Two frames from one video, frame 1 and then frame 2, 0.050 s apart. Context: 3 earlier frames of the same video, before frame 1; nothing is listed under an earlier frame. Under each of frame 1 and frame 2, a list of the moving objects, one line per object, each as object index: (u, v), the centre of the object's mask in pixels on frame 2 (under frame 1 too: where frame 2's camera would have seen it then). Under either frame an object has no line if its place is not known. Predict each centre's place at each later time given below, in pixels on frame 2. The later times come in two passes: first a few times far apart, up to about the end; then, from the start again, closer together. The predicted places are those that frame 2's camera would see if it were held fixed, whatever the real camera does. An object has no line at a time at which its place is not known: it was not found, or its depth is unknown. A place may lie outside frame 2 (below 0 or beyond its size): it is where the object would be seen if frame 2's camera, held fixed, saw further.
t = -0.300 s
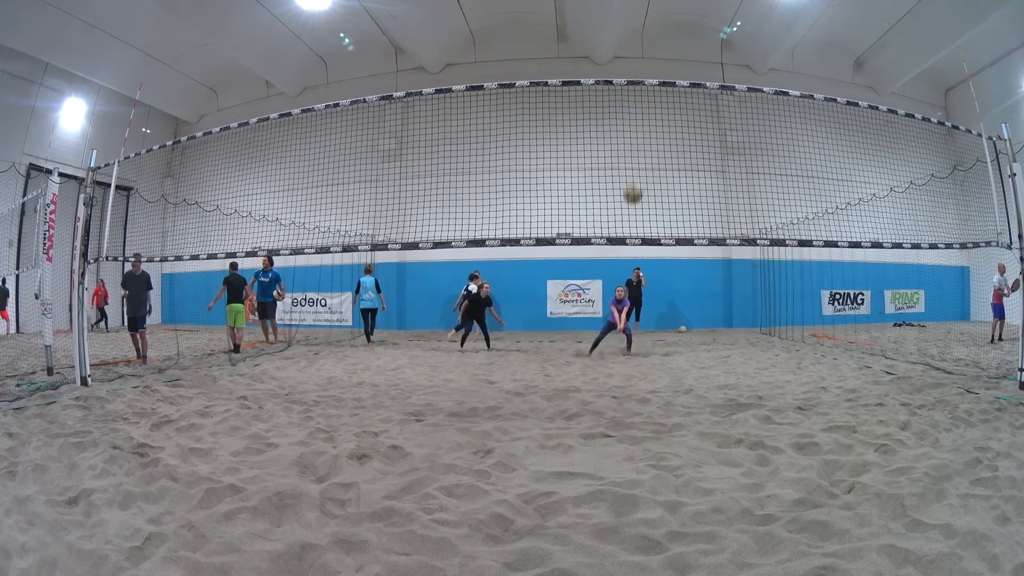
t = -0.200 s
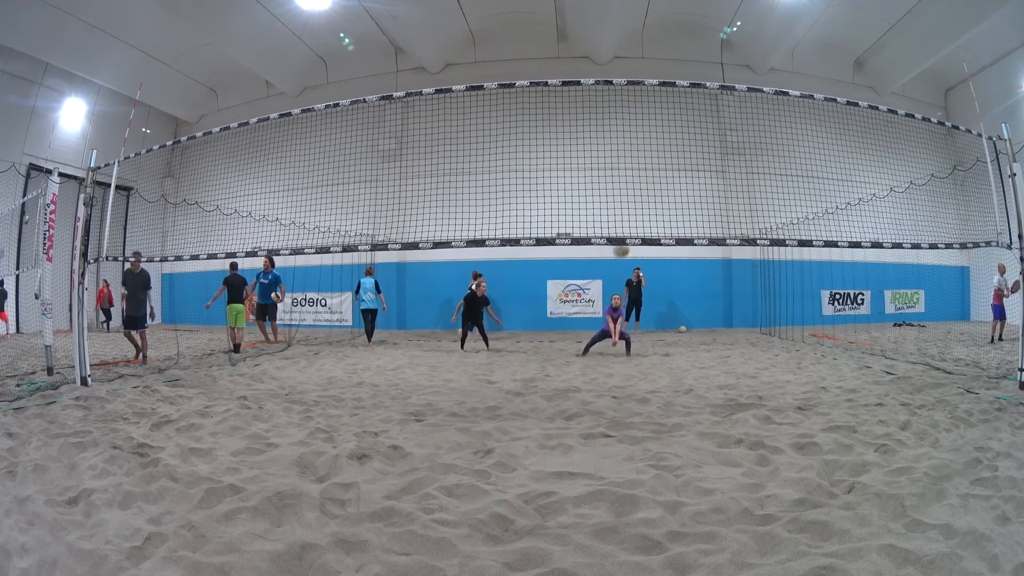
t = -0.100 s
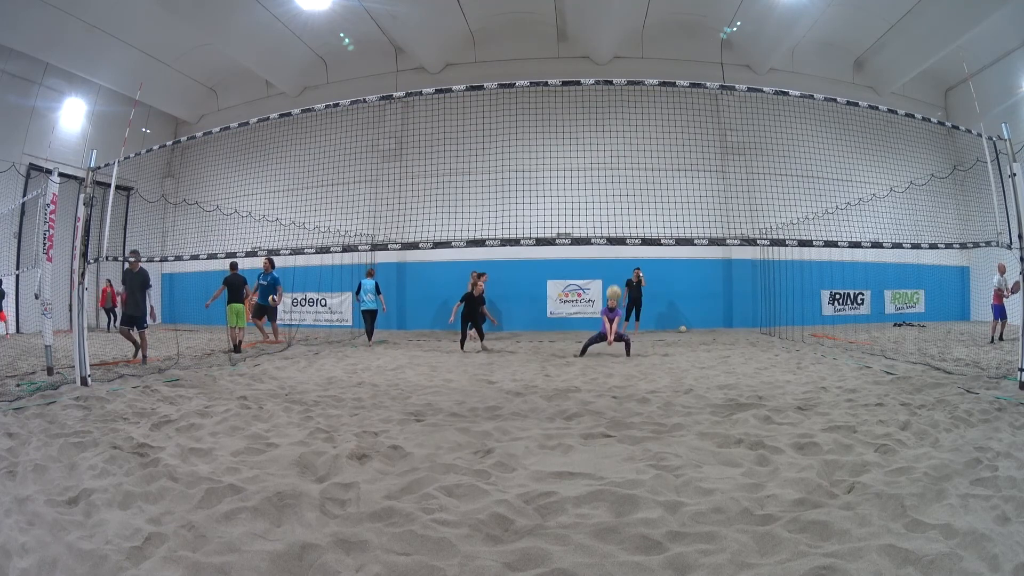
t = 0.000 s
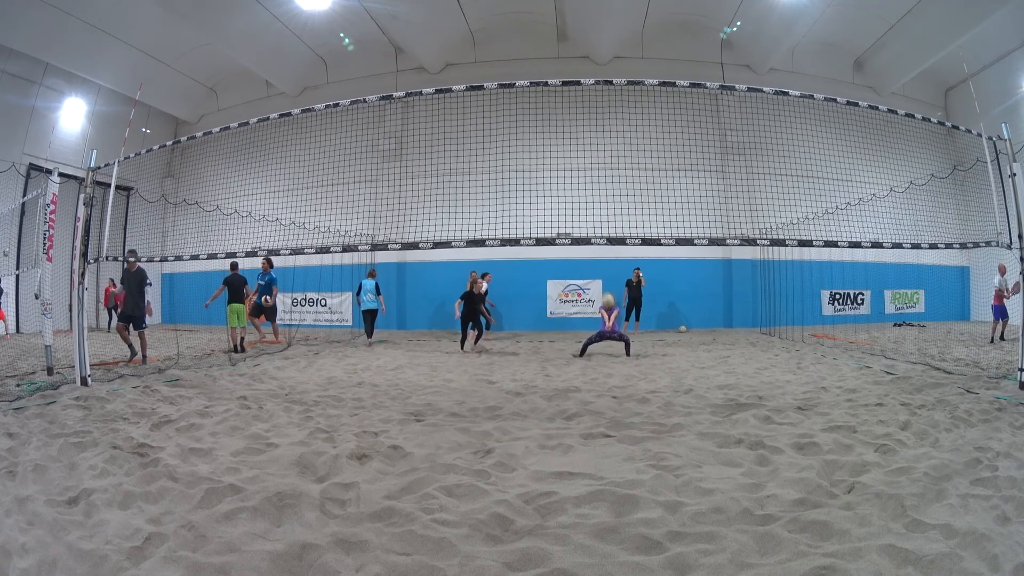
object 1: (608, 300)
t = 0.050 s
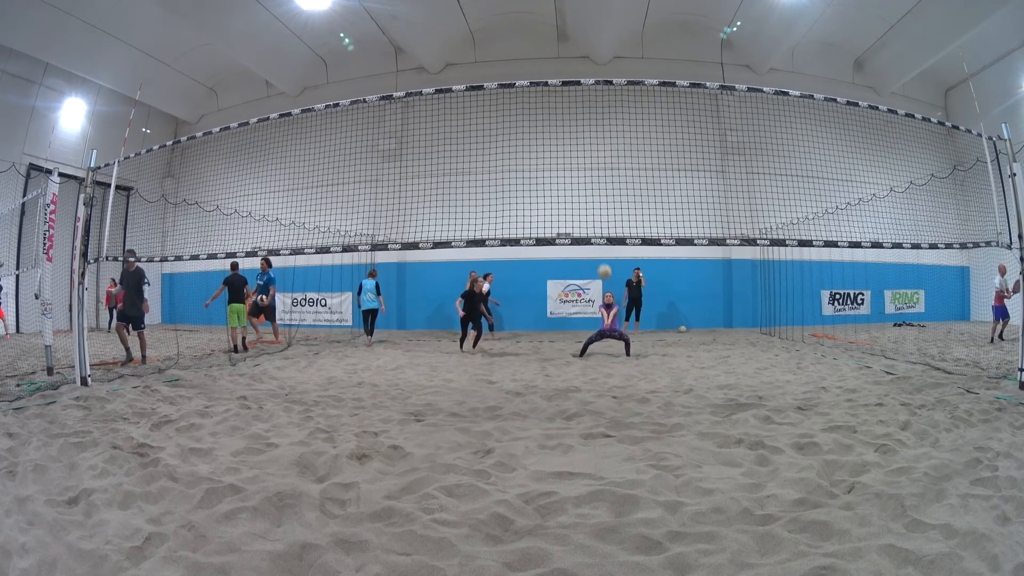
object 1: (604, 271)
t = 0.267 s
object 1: (590, 162)
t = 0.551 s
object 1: (569, 69)
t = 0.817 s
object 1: (553, 27)
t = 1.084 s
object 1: (536, 20)
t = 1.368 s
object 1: (519, 51)
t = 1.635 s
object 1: (499, 129)
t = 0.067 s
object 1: (603, 263)
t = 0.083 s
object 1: (602, 253)
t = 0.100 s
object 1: (601, 248)
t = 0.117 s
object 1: (599, 234)
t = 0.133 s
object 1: (599, 226)
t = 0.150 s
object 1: (598, 218)
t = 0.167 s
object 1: (596, 209)
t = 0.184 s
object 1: (595, 201)
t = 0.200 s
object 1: (594, 193)
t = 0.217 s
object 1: (593, 185)
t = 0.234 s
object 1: (592, 177)
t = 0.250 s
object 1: (591, 170)
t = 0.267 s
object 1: (590, 162)
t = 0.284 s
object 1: (589, 156)
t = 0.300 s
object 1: (587, 148)
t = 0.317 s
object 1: (585, 141)
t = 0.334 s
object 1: (585, 134)
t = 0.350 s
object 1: (583, 128)
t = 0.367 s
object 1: (582, 121)
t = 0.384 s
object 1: (581, 116)
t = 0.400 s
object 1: (580, 110)
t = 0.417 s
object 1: (578, 105)
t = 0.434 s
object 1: (577, 100)
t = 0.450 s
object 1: (576, 95)
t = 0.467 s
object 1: (576, 91)
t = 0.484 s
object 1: (576, 88)
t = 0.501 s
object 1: (573, 77)
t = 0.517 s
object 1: (571, 75)
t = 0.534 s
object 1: (570, 73)
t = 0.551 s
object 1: (569, 69)
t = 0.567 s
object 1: (568, 65)
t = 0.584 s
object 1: (567, 62)
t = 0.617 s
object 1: (565, 55)
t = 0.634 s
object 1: (564, 52)
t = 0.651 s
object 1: (563, 49)
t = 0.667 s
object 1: (562, 46)
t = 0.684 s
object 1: (561, 43)
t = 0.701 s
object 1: (560, 41)
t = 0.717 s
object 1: (559, 38)
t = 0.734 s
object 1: (557, 36)
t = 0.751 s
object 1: (557, 34)
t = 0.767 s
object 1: (555, 32)
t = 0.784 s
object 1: (554, 30)
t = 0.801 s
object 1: (553, 29)
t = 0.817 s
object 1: (553, 27)
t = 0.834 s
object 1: (551, 26)
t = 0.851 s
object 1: (550, 25)
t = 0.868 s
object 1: (549, 23)
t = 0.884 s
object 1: (548, 22)
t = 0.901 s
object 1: (547, 21)
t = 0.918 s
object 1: (546, 21)
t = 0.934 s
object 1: (545, 20)
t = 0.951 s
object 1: (544, 19)
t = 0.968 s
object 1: (543, 19)
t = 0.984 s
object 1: (542, 19)
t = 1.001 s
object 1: (541, 19)
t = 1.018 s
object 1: (540, 19)
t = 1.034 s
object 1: (539, 19)
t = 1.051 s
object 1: (538, 19)
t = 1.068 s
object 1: (537, 19)
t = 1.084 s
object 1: (536, 20)
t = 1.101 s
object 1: (535, 20)
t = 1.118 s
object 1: (534, 21)
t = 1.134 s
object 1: (533, 22)
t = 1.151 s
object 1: (532, 23)
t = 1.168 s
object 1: (531, 24)
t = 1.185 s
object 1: (530, 26)
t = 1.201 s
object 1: (529, 27)
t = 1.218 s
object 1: (528, 28)
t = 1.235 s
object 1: (527, 31)
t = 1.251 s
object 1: (526, 33)
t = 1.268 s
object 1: (525, 35)
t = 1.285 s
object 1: (524, 37)
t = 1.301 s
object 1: (523, 39)
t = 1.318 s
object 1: (522, 42)
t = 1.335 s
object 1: (521, 45)
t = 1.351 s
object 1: (520, 47)
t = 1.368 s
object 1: (519, 51)
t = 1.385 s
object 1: (517, 54)
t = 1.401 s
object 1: (516, 58)
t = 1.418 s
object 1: (515, 61)
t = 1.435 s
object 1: (514, 65)
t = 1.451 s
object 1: (513, 69)
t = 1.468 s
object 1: (512, 74)
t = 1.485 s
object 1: (510, 77)
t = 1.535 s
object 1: (507, 95)
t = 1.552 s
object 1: (505, 99)
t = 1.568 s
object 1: (504, 104)
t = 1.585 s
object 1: (503, 110)
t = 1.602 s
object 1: (502, 116)
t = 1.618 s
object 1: (500, 122)
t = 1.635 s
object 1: (499, 129)
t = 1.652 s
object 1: (497, 136)
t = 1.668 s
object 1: (496, 143)
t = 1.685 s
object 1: (495, 151)
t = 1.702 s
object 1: (493, 160)
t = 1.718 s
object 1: (492, 168)
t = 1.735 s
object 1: (490, 176)
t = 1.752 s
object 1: (489, 186)
